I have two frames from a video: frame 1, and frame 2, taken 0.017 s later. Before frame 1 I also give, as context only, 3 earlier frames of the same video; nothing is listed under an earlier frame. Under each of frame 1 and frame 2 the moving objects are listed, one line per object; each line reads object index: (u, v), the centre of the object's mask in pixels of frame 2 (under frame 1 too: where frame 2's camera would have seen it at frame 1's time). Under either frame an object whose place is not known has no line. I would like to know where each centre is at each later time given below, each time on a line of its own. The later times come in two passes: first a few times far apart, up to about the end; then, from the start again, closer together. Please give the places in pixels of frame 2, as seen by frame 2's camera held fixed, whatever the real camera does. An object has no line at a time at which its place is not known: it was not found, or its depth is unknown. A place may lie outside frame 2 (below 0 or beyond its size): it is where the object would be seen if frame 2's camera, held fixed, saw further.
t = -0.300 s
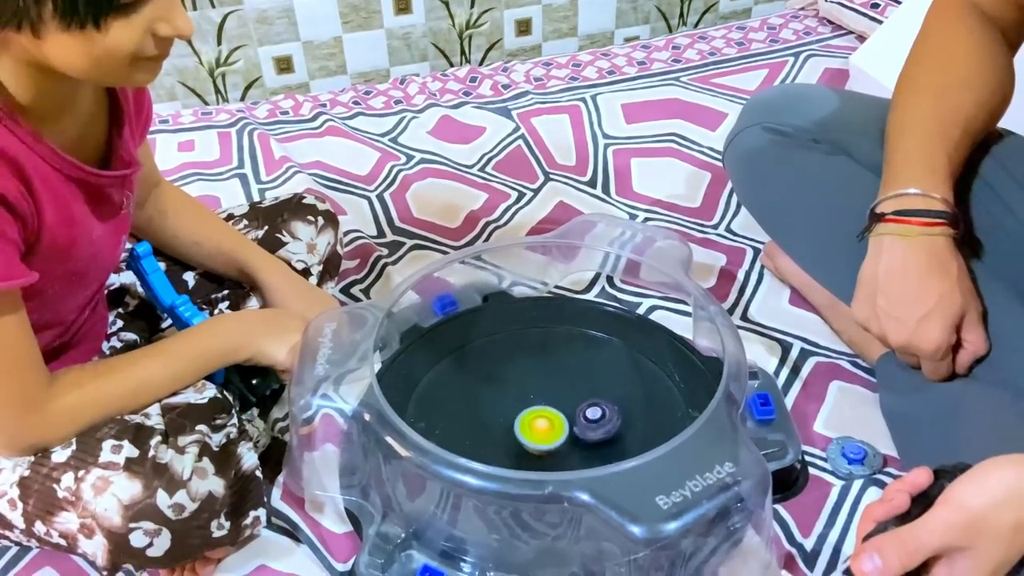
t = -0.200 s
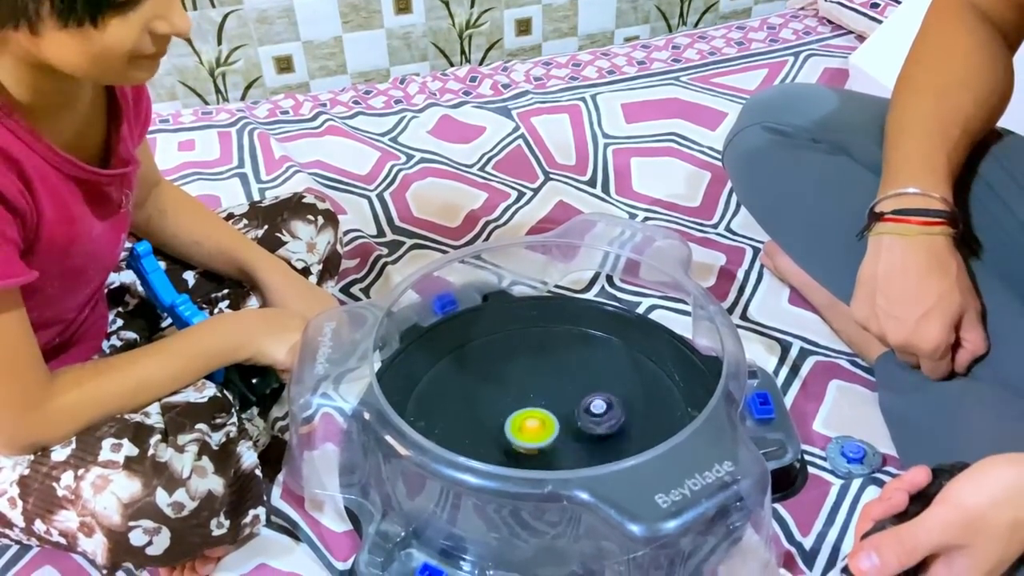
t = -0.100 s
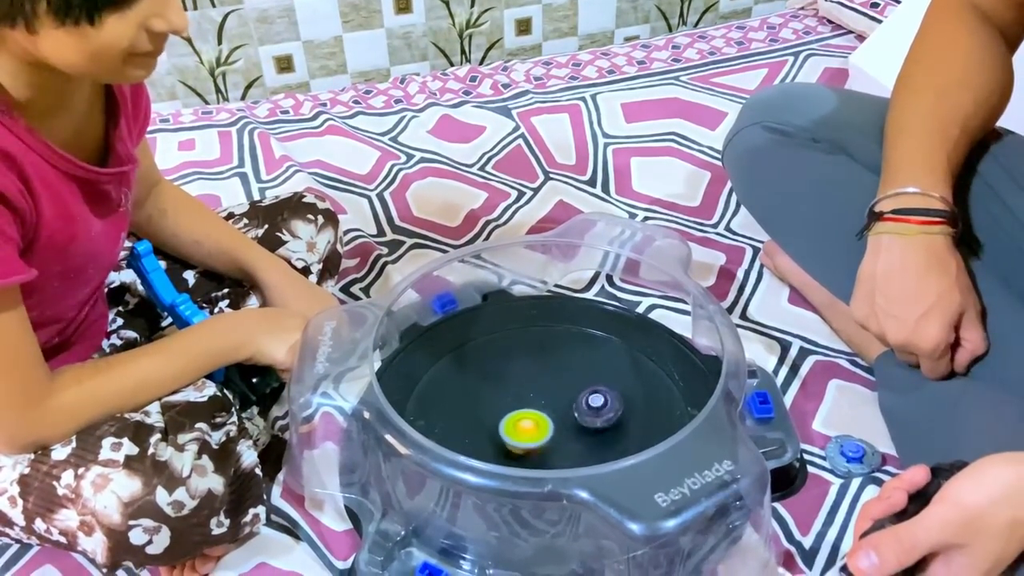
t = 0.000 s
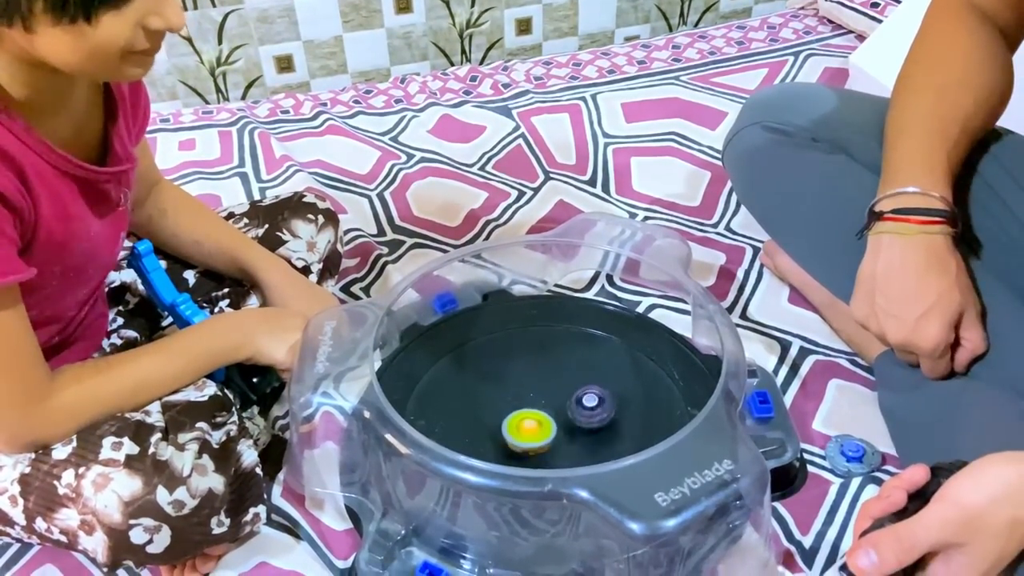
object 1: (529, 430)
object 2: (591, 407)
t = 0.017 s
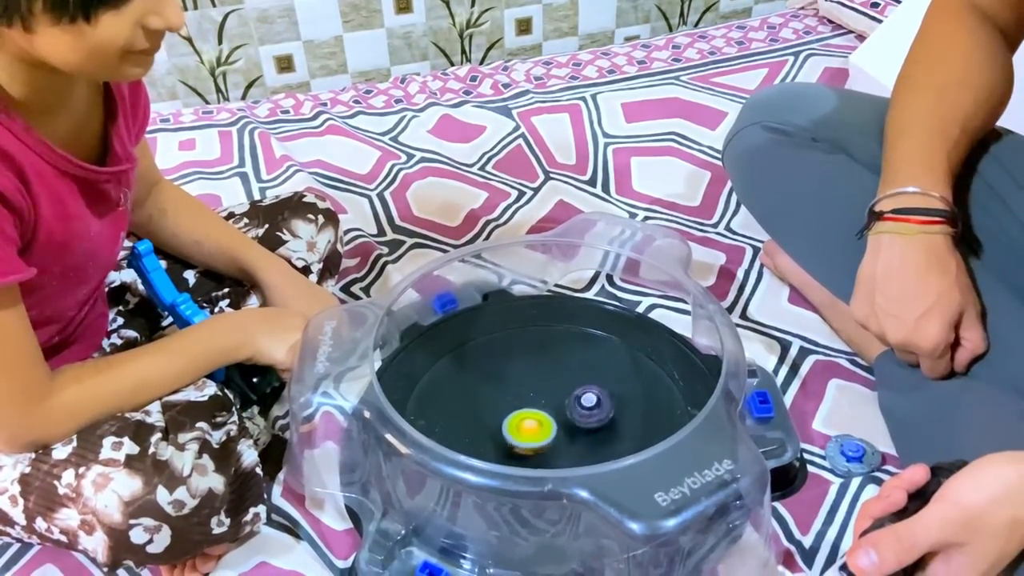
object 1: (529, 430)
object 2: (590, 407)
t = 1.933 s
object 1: (556, 449)
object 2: (565, 409)
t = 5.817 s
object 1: (590, 414)
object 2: (541, 398)
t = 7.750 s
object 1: (591, 397)
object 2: (535, 406)
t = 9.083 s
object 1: (584, 388)
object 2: (527, 394)
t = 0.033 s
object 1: (529, 430)
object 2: (588, 407)
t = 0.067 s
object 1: (530, 430)
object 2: (585, 408)
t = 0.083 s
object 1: (530, 430)
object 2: (584, 408)
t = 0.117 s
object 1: (532, 430)
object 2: (581, 409)
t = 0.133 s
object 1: (532, 430)
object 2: (580, 409)
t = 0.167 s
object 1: (533, 430)
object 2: (577, 409)
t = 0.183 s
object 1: (532, 430)
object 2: (577, 409)
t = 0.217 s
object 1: (526, 432)
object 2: (579, 408)
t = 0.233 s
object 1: (525, 433)
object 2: (579, 407)
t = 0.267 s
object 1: (525, 433)
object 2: (578, 407)
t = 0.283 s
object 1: (525, 433)
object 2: (576, 407)
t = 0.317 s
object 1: (526, 433)
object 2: (573, 408)
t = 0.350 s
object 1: (527, 433)
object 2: (571, 408)
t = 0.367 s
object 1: (527, 432)
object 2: (571, 409)
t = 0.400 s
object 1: (526, 433)
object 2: (570, 409)
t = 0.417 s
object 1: (522, 435)
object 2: (572, 407)
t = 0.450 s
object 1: (515, 439)
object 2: (577, 402)
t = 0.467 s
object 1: (513, 440)
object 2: (578, 401)
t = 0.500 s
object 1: (512, 440)
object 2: (579, 400)
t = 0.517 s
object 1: (512, 441)
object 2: (579, 400)
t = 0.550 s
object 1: (513, 440)
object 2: (578, 401)
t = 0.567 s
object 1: (513, 441)
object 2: (578, 401)
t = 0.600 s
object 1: (514, 440)
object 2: (577, 402)
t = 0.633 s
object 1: (516, 441)
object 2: (577, 403)
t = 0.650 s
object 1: (516, 441)
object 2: (577, 403)
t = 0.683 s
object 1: (517, 440)
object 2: (576, 404)
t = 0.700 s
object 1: (518, 439)
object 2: (576, 404)
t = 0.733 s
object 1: (519, 439)
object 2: (576, 405)
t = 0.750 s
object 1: (520, 438)
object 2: (576, 405)
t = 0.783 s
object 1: (522, 438)
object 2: (576, 405)
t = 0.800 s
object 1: (523, 438)
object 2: (575, 405)
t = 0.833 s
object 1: (525, 437)
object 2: (575, 406)
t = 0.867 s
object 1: (527, 436)
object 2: (574, 407)
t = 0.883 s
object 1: (528, 436)
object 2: (574, 407)
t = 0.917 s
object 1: (530, 435)
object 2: (573, 408)
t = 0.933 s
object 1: (531, 435)
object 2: (573, 408)
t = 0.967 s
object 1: (533, 433)
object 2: (573, 408)
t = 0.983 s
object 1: (532, 435)
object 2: (573, 408)
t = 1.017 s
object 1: (525, 438)
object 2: (582, 401)
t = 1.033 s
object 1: (524, 439)
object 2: (584, 399)
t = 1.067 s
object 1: (522, 440)
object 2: (587, 396)
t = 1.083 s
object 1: (522, 440)
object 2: (587, 396)
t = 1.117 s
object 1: (524, 440)
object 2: (587, 396)
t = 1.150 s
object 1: (526, 440)
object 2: (588, 396)
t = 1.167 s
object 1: (527, 440)
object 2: (588, 396)
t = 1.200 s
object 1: (529, 441)
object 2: (587, 397)
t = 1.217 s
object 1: (530, 441)
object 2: (587, 398)
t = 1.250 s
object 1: (532, 441)
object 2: (586, 399)
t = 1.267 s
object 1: (533, 442)
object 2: (586, 399)
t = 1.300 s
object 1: (536, 442)
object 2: (586, 400)
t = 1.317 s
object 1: (536, 442)
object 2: (586, 400)
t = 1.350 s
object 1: (538, 442)
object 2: (585, 401)
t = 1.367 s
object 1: (539, 442)
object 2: (584, 402)
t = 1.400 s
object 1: (542, 442)
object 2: (584, 403)
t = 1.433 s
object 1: (543, 441)
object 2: (583, 403)
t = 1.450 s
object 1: (544, 441)
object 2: (582, 404)
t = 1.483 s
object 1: (546, 441)
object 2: (581, 404)
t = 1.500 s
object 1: (546, 441)
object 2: (581, 405)
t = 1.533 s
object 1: (548, 441)
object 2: (580, 405)
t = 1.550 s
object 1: (549, 441)
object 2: (579, 406)
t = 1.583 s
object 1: (550, 440)
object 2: (578, 406)
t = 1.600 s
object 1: (551, 440)
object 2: (578, 406)
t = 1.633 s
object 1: (552, 440)
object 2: (577, 406)
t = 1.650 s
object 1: (553, 439)
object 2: (577, 406)
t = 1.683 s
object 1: (553, 442)
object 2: (574, 406)
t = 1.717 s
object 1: (551, 445)
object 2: (574, 405)
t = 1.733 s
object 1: (551, 447)
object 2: (573, 405)
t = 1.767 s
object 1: (551, 448)
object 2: (571, 405)
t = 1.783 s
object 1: (552, 449)
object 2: (571, 405)
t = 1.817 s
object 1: (553, 449)
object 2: (570, 405)
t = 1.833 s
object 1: (553, 449)
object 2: (569, 406)
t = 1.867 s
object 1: (554, 449)
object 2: (567, 407)
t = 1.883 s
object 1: (554, 449)
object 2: (566, 407)
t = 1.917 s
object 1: (555, 449)
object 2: (566, 408)
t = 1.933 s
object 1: (556, 449)
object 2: (565, 409)
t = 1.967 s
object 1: (556, 449)
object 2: (564, 409)
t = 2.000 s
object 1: (557, 449)
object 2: (563, 410)
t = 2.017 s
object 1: (557, 449)
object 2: (563, 410)
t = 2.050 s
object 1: (558, 448)
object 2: (561, 411)
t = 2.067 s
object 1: (558, 449)
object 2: (561, 411)
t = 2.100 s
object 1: (558, 449)
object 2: (560, 411)
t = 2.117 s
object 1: (558, 450)
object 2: (559, 411)
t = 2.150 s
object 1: (558, 450)
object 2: (558, 410)
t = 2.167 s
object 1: (558, 450)
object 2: (557, 410)
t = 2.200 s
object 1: (558, 450)
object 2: (556, 410)
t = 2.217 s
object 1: (558, 450)
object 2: (556, 411)
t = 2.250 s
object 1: (558, 449)
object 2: (555, 411)
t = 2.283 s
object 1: (558, 448)
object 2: (555, 411)
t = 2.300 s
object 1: (558, 449)
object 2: (555, 410)
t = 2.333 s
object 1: (558, 451)
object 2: (554, 406)
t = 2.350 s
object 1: (557, 450)
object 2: (554, 405)
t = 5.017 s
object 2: (553, 396)
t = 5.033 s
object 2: (554, 396)
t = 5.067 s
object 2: (554, 396)
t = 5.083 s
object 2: (555, 396)
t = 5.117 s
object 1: (606, 416)
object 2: (555, 397)
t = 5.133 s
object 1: (605, 417)
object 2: (555, 396)
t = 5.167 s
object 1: (604, 418)
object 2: (556, 397)
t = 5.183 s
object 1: (603, 418)
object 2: (556, 397)
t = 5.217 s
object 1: (602, 418)
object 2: (556, 397)
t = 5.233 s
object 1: (604, 420)
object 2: (553, 396)
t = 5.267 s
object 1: (608, 422)
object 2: (548, 393)
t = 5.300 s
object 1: (608, 424)
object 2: (546, 393)
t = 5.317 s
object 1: (607, 424)
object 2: (545, 393)
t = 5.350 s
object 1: (605, 425)
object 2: (546, 393)
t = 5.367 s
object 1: (604, 425)
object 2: (546, 393)
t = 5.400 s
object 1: (602, 425)
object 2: (546, 393)
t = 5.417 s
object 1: (601, 424)
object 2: (546, 393)
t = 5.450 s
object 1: (599, 424)
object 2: (545, 393)
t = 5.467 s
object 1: (598, 424)
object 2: (545, 394)
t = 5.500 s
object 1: (596, 423)
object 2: (545, 394)
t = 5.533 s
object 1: (594, 422)
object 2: (546, 394)
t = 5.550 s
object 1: (592, 422)
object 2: (545, 394)
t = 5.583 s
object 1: (591, 421)
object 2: (545, 394)
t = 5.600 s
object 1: (589, 420)
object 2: (545, 395)
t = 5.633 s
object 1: (588, 419)
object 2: (545, 395)
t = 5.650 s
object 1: (588, 418)
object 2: (544, 395)
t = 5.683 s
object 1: (588, 417)
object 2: (543, 396)
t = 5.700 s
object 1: (588, 417)
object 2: (543, 396)
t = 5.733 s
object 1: (587, 415)
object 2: (542, 396)
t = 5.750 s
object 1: (588, 414)
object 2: (542, 396)
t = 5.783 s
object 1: (590, 414)
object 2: (541, 398)
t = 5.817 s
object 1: (590, 414)
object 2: (541, 398)
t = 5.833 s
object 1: (590, 414)
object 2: (541, 398)
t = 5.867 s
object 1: (590, 412)
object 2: (542, 399)
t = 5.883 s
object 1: (590, 411)
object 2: (542, 400)
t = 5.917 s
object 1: (591, 410)
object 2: (542, 400)
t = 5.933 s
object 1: (594, 410)
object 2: (541, 399)
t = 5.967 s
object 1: (597, 410)
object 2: (538, 400)
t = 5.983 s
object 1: (598, 409)
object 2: (537, 400)
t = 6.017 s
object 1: (597, 409)
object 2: (538, 401)
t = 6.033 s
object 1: (597, 408)
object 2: (538, 401)
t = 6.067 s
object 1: (598, 406)
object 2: (539, 401)
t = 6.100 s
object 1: (598, 406)
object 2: (540, 401)
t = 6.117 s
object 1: (598, 405)
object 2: (541, 402)
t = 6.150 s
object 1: (599, 405)
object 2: (541, 402)
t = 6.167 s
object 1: (599, 405)
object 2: (541, 402)
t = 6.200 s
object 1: (599, 404)
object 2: (542, 402)
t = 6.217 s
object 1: (599, 404)
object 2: (543, 402)
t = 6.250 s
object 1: (598, 404)
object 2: (543, 402)
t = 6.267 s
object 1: (598, 404)
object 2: (544, 403)
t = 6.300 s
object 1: (603, 404)
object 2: (541, 402)
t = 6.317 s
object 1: (604, 404)
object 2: (541, 402)
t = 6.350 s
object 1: (604, 405)
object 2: (540, 403)
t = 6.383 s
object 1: (605, 405)
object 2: (541, 402)
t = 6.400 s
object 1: (605, 405)
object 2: (541, 402)
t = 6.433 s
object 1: (605, 406)
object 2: (541, 402)
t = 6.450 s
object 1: (604, 406)
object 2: (541, 402)
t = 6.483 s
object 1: (604, 406)
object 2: (541, 402)
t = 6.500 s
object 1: (604, 406)
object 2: (542, 402)
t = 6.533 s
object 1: (602, 407)
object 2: (542, 402)
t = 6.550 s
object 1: (602, 407)
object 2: (542, 402)
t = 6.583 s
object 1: (601, 407)
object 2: (542, 402)
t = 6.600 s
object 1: (600, 407)
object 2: (543, 402)
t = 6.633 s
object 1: (598, 407)
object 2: (543, 401)
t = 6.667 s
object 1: (597, 408)
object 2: (544, 401)
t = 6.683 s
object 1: (598, 408)
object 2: (542, 401)
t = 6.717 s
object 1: (598, 408)
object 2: (540, 401)
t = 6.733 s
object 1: (598, 408)
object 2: (540, 401)
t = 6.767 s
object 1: (596, 408)
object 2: (540, 401)
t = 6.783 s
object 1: (595, 408)
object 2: (540, 402)
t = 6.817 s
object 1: (594, 408)
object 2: (540, 401)
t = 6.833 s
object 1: (593, 408)
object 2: (540, 401)
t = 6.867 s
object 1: (595, 408)
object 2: (537, 401)
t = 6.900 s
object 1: (594, 408)
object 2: (537, 401)
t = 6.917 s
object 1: (592, 408)
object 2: (536, 401)
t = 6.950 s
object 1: (591, 407)
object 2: (537, 401)
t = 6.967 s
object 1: (590, 406)
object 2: (537, 401)
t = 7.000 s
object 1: (589, 406)
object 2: (536, 401)
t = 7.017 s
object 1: (588, 405)
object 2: (536, 401)
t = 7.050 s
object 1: (592, 405)
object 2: (533, 401)
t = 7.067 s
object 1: (595, 405)
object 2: (531, 401)
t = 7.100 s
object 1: (596, 405)
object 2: (530, 402)
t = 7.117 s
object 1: (595, 405)
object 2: (530, 402)
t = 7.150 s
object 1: (595, 405)
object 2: (529, 401)
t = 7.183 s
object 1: (595, 404)
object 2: (529, 402)
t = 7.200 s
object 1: (595, 404)
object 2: (529, 402)
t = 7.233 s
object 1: (594, 403)
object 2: (529, 402)
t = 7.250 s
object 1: (594, 403)
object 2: (529, 402)
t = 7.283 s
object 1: (594, 402)
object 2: (529, 402)
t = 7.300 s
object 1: (594, 402)
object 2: (530, 402)
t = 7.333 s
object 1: (593, 401)
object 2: (530, 404)
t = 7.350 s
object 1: (593, 401)
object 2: (530, 404)
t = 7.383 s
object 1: (592, 401)
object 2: (531, 404)
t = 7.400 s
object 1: (592, 401)
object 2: (531, 404)
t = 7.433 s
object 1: (591, 401)
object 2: (532, 405)
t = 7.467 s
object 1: (590, 400)
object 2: (532, 405)
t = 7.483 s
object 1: (590, 400)
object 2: (533, 406)
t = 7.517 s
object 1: (589, 399)
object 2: (534, 406)
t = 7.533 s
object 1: (589, 399)
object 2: (534, 406)
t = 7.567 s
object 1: (592, 399)
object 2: (532, 406)
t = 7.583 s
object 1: (593, 399)
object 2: (531, 406)
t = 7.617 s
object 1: (593, 398)
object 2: (531, 406)
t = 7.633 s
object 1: (593, 399)
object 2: (532, 407)
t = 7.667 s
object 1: (592, 398)
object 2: (532, 406)
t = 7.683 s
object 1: (592, 398)
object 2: (533, 406)
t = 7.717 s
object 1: (592, 397)
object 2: (534, 406)
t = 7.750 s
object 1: (591, 397)
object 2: (535, 406)
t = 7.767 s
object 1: (590, 397)
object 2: (535, 406)
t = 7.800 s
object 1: (590, 397)
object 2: (536, 406)
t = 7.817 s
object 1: (591, 396)
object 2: (534, 406)
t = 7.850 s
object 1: (596, 395)
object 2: (528, 406)
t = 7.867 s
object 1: (597, 396)
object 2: (527, 406)
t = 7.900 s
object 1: (596, 396)
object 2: (526, 406)
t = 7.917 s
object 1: (596, 396)
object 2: (526, 406)
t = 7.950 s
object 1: (595, 396)
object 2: (526, 405)
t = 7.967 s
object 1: (595, 395)
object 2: (526, 406)
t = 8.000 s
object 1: (594, 395)
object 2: (526, 405)
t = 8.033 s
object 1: (594, 395)
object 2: (527, 405)
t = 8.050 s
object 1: (593, 396)
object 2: (527, 405)
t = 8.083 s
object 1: (592, 396)
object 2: (527, 405)
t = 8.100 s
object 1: (592, 396)
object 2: (527, 404)
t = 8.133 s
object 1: (590, 396)
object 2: (527, 404)
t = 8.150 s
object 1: (590, 396)
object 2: (528, 404)
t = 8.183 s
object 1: (589, 396)
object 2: (528, 404)
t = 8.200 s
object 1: (588, 396)
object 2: (528, 404)
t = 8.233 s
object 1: (587, 396)
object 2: (529, 404)
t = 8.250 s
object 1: (586, 396)
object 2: (529, 403)
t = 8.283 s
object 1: (584, 396)
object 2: (529, 403)
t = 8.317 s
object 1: (586, 395)
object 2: (527, 403)
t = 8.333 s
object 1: (592, 394)
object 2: (521, 403)
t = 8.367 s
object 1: (600, 393)
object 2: (514, 405)
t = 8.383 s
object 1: (603, 393)
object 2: (511, 404)
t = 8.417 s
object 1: (605, 393)
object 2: (511, 403)
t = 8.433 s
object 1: (605, 393)
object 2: (511, 403)
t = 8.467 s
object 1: (604, 393)
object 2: (510, 401)
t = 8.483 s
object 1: (603, 393)
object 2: (510, 401)
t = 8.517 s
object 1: (602, 392)
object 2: (510, 400)
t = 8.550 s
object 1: (602, 392)
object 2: (510, 399)
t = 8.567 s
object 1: (601, 392)
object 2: (510, 399)
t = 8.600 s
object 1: (600, 391)
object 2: (511, 399)
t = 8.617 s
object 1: (600, 392)
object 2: (511, 399)
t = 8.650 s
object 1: (599, 391)
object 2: (511, 398)
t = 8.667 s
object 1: (598, 391)
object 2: (512, 398)
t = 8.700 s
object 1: (597, 391)
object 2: (512, 398)
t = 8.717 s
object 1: (597, 391)
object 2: (513, 398)
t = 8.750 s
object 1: (596, 391)
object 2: (514, 397)
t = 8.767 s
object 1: (595, 391)
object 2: (515, 397)
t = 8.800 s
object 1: (594, 391)
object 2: (516, 397)
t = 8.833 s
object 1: (592, 391)
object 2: (517, 397)
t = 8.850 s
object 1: (592, 391)
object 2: (518, 397)
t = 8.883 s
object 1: (590, 391)
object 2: (520, 397)
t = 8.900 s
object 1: (589, 391)
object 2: (520, 396)
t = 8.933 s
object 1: (587, 391)
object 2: (522, 396)
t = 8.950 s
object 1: (586, 390)
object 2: (522, 396)
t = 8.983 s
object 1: (584, 390)
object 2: (524, 396)
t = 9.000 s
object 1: (583, 390)
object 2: (525, 395)
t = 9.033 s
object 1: (582, 390)
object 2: (527, 395)
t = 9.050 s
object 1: (581, 390)
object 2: (528, 394)
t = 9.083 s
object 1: (584, 388)
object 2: (527, 394)
